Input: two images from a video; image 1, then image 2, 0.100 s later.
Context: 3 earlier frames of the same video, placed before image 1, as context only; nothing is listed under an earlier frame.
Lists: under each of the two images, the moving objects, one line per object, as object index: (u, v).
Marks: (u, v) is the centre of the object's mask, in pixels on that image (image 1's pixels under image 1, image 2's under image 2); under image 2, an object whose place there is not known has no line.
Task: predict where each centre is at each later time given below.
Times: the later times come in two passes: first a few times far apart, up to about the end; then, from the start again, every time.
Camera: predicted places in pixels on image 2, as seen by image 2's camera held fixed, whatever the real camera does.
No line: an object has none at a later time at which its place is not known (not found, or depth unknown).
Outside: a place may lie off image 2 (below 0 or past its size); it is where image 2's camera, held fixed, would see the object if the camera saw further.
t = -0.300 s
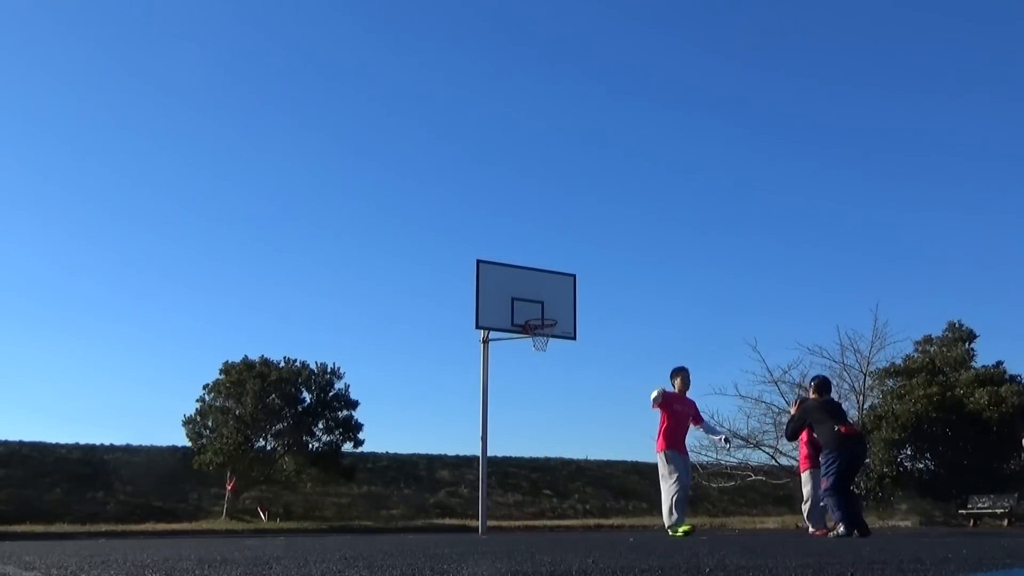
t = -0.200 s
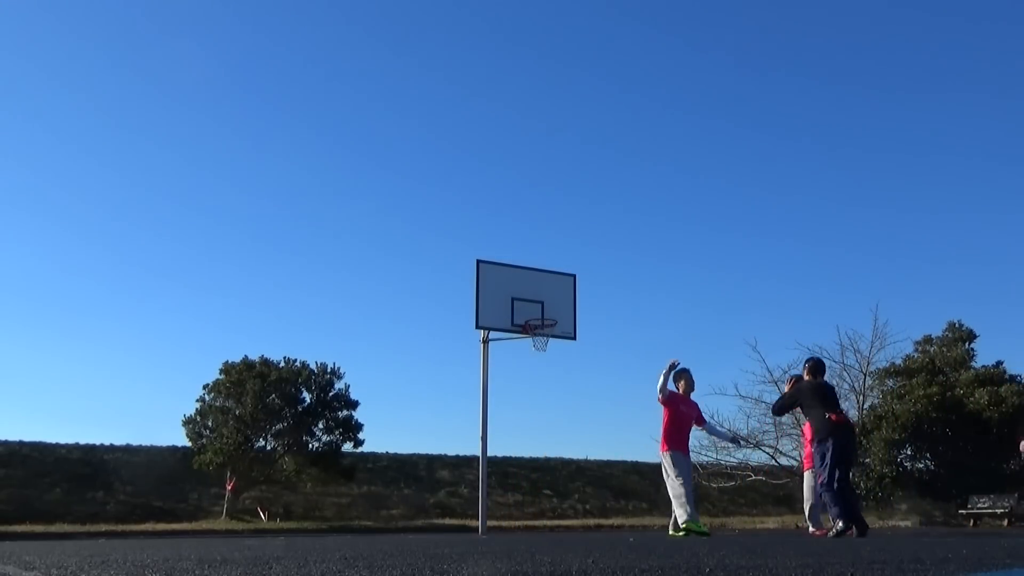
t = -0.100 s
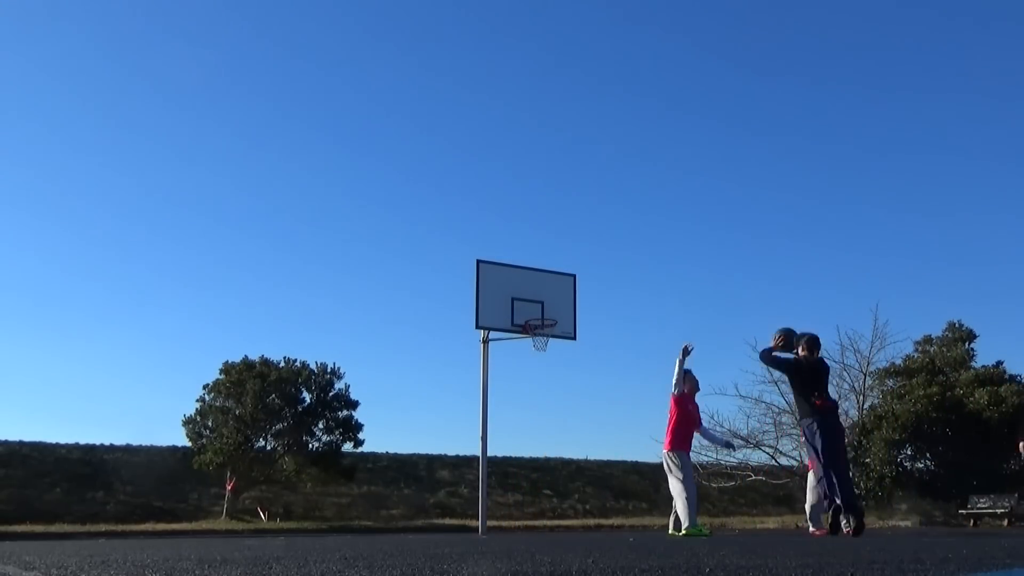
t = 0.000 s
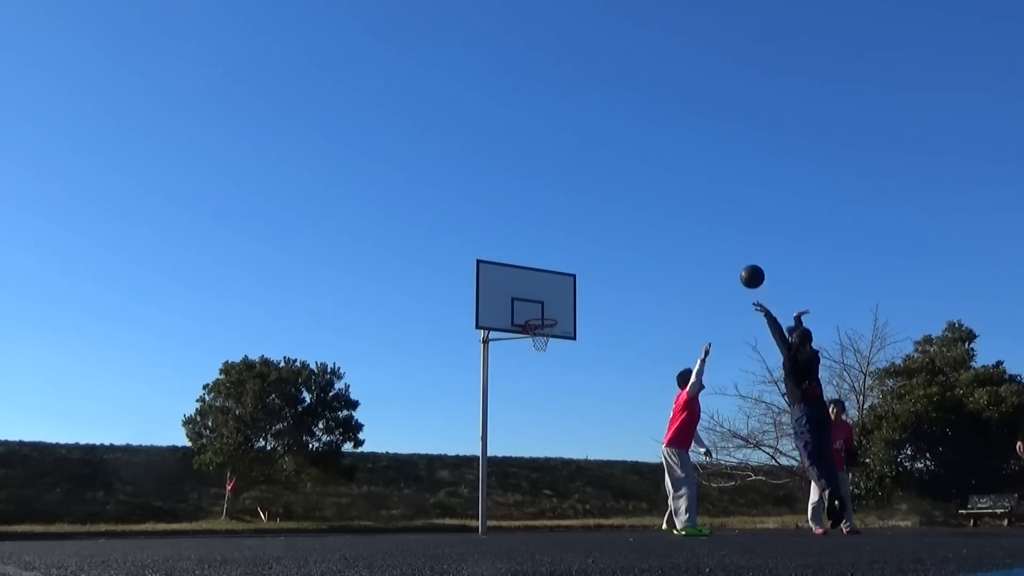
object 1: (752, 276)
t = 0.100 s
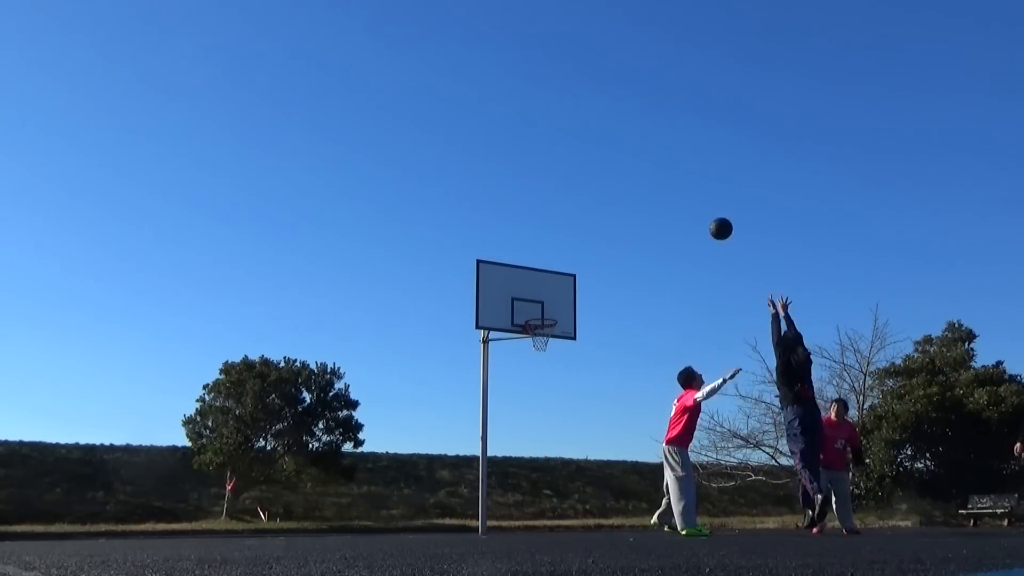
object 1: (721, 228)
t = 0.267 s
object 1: (676, 178)
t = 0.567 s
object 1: (612, 157)
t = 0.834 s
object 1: (566, 192)
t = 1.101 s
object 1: (527, 266)
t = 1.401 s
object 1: (516, 299)
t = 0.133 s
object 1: (711, 216)
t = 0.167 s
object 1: (702, 205)
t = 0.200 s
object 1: (693, 194)
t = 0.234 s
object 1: (685, 186)
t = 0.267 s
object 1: (676, 178)
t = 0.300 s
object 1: (668, 172)
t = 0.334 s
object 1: (660, 167)
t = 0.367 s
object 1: (653, 162)
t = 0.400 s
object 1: (645, 159)
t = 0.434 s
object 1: (638, 157)
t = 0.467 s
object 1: (631, 156)
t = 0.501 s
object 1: (625, 155)
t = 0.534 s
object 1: (618, 156)
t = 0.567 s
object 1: (612, 157)
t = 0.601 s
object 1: (606, 159)
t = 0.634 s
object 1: (600, 161)
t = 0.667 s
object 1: (594, 164)
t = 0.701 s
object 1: (588, 169)
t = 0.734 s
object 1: (582, 173)
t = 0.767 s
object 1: (577, 179)
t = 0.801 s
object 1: (571, 185)
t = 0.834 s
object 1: (566, 192)
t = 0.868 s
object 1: (561, 199)
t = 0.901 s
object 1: (556, 207)
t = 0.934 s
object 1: (551, 216)
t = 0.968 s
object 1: (546, 225)
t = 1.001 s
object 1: (541, 234)
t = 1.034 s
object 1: (536, 244)
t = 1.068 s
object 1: (532, 255)
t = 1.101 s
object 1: (527, 266)
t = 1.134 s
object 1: (522, 278)
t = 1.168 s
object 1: (517, 291)
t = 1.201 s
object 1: (513, 303)
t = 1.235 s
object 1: (518, 309)
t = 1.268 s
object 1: (522, 314)
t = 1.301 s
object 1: (521, 309)
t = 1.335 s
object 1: (520, 306)
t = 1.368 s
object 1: (518, 302)
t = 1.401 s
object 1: (516, 299)
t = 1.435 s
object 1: (514, 297)
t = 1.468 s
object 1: (512, 295)
